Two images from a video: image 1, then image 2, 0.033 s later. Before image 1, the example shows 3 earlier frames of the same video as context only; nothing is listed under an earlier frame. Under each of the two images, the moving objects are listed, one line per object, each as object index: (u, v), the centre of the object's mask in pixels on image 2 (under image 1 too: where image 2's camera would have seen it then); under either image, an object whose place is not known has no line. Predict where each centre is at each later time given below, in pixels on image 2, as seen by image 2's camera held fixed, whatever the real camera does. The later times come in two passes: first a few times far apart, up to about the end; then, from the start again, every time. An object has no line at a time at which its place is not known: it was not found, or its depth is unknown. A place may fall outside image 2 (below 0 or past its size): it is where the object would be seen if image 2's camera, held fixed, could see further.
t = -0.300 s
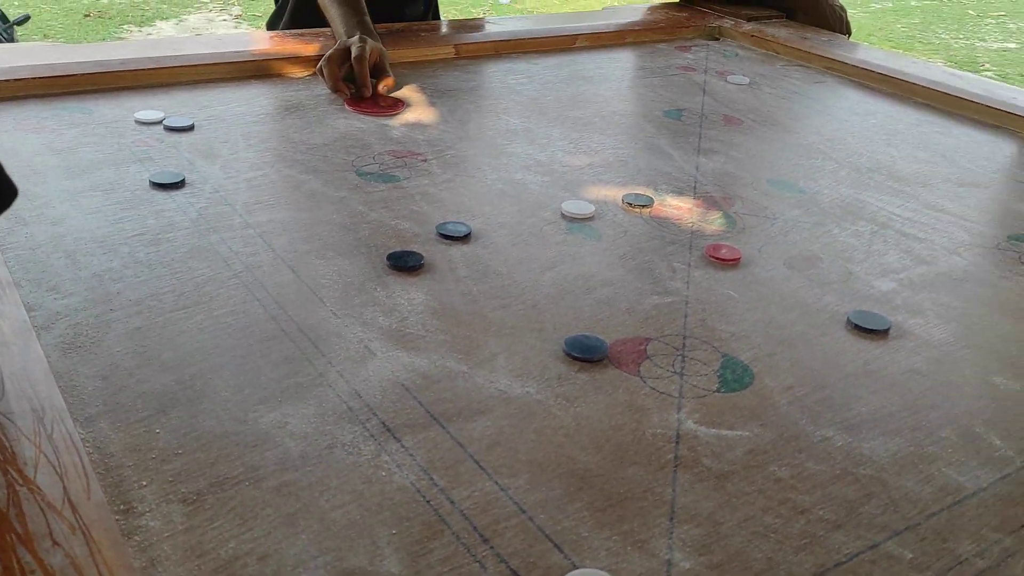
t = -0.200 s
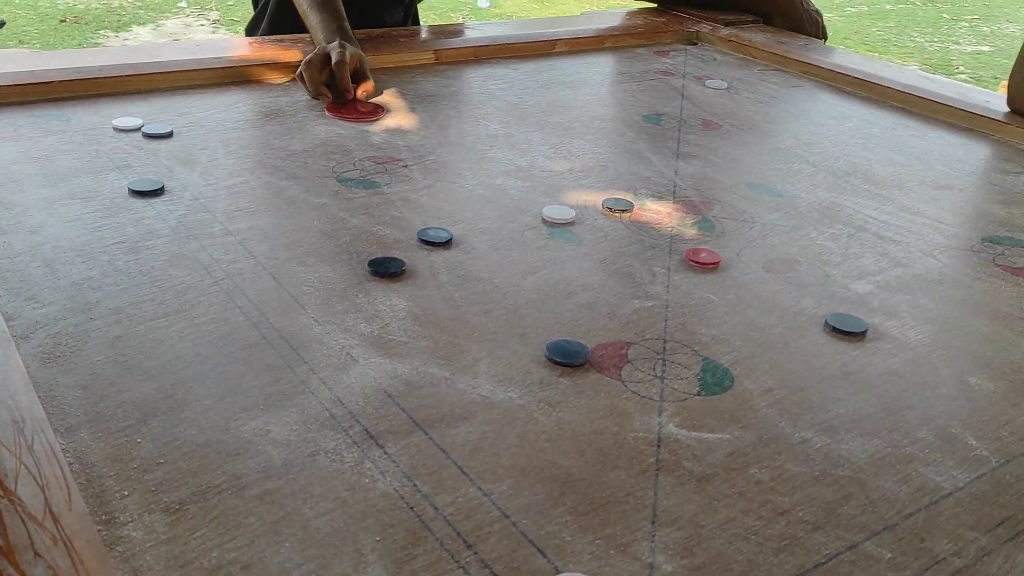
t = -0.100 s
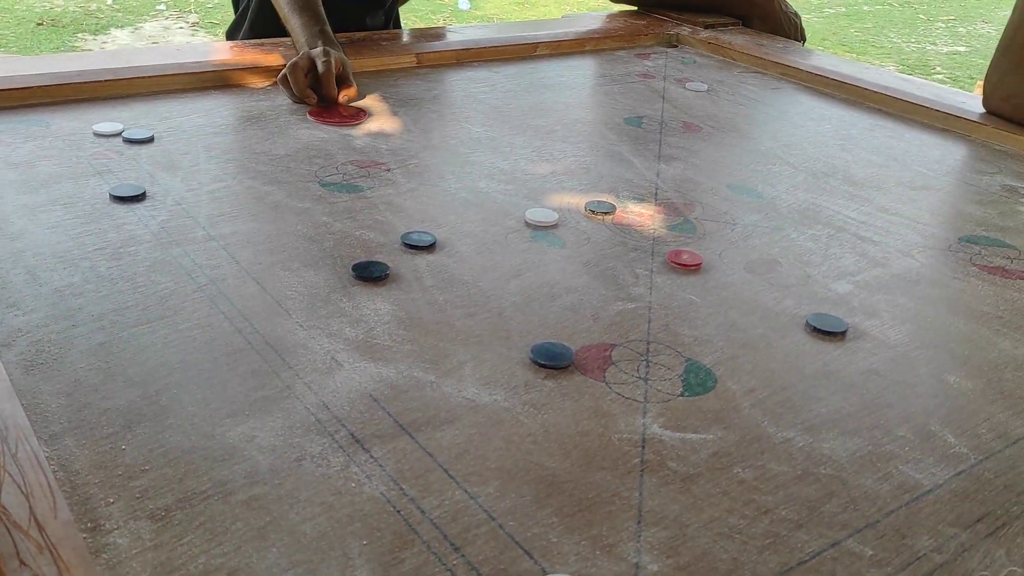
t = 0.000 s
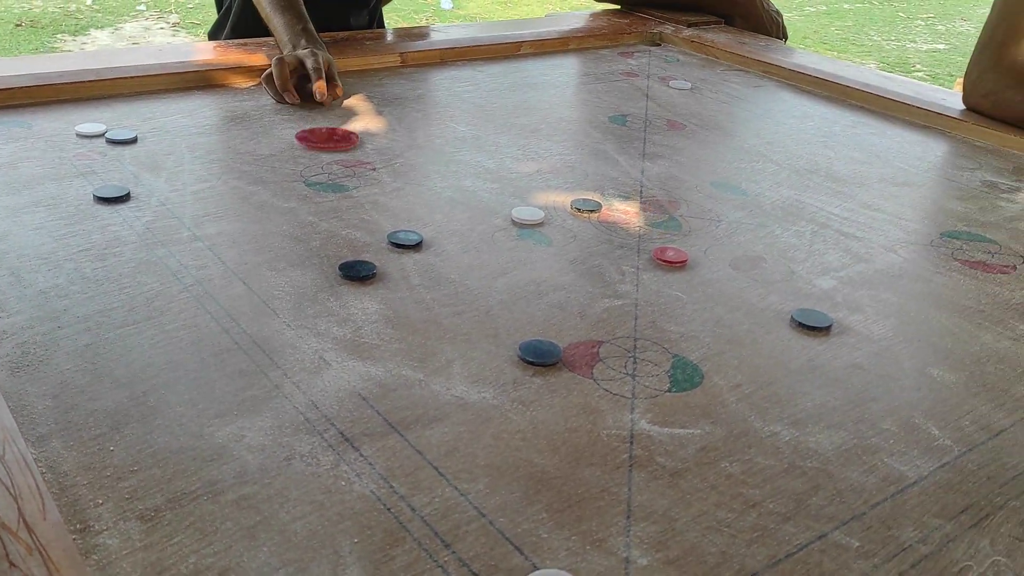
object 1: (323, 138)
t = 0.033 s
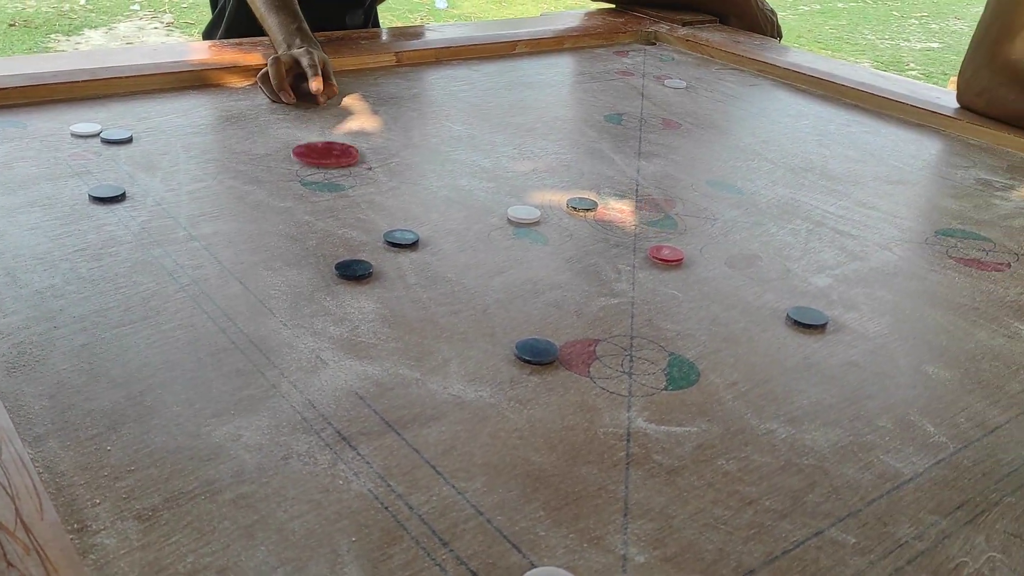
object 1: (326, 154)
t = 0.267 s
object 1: (341, 276)
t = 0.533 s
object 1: (337, 384)
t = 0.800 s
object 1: (331, 427)
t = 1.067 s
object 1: (331, 427)
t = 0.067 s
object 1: (329, 171)
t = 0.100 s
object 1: (332, 189)
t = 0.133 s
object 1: (335, 207)
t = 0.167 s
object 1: (338, 227)
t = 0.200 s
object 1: (340, 246)
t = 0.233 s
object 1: (341, 261)
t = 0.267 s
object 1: (341, 276)
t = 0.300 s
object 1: (341, 291)
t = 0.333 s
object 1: (341, 305)
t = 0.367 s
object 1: (341, 320)
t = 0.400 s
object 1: (340, 334)
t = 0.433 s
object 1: (340, 347)
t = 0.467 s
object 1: (339, 360)
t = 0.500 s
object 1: (338, 372)
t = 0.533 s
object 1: (337, 384)
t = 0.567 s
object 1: (336, 394)
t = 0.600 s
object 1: (335, 403)
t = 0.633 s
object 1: (334, 411)
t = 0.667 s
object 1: (333, 417)
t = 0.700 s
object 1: (332, 422)
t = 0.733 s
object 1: (331, 425)
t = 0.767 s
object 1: (331, 426)
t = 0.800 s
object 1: (331, 427)
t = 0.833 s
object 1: (331, 427)
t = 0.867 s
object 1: (331, 427)
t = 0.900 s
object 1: (331, 427)
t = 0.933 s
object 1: (331, 427)
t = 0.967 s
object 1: (331, 427)
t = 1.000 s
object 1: (331, 427)
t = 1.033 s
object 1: (331, 426)
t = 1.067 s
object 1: (331, 427)
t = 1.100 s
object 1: (331, 427)
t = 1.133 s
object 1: (331, 427)
